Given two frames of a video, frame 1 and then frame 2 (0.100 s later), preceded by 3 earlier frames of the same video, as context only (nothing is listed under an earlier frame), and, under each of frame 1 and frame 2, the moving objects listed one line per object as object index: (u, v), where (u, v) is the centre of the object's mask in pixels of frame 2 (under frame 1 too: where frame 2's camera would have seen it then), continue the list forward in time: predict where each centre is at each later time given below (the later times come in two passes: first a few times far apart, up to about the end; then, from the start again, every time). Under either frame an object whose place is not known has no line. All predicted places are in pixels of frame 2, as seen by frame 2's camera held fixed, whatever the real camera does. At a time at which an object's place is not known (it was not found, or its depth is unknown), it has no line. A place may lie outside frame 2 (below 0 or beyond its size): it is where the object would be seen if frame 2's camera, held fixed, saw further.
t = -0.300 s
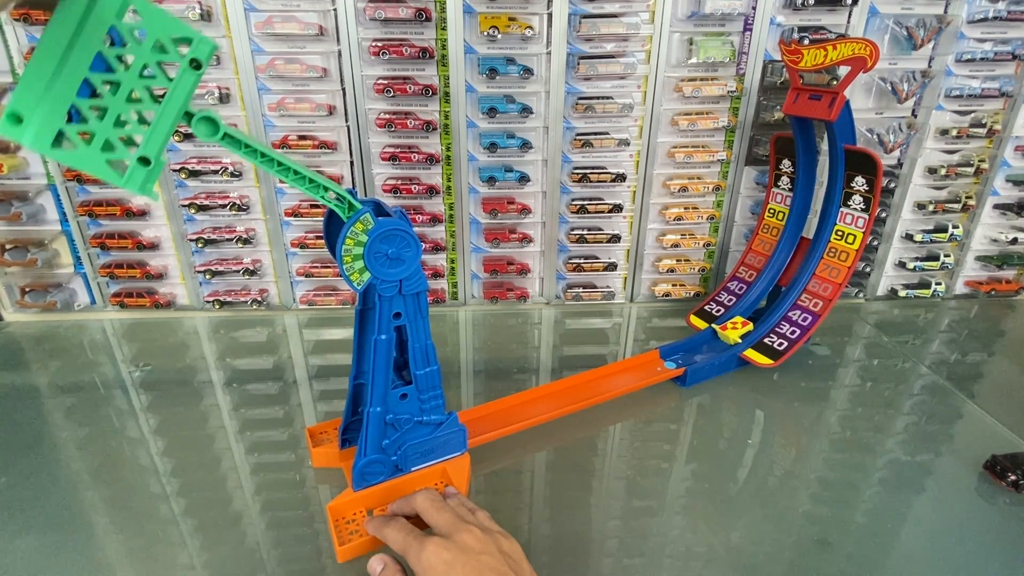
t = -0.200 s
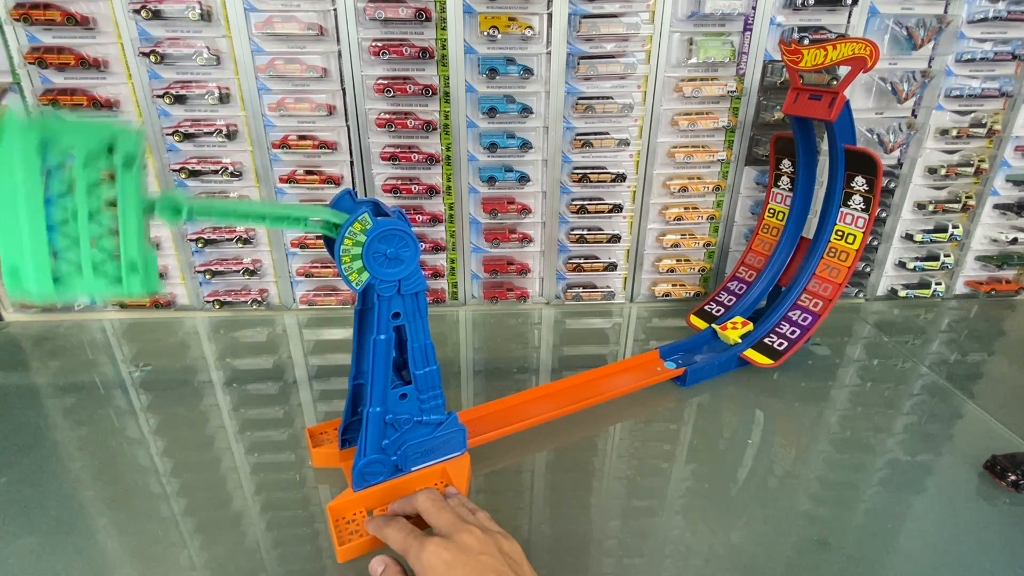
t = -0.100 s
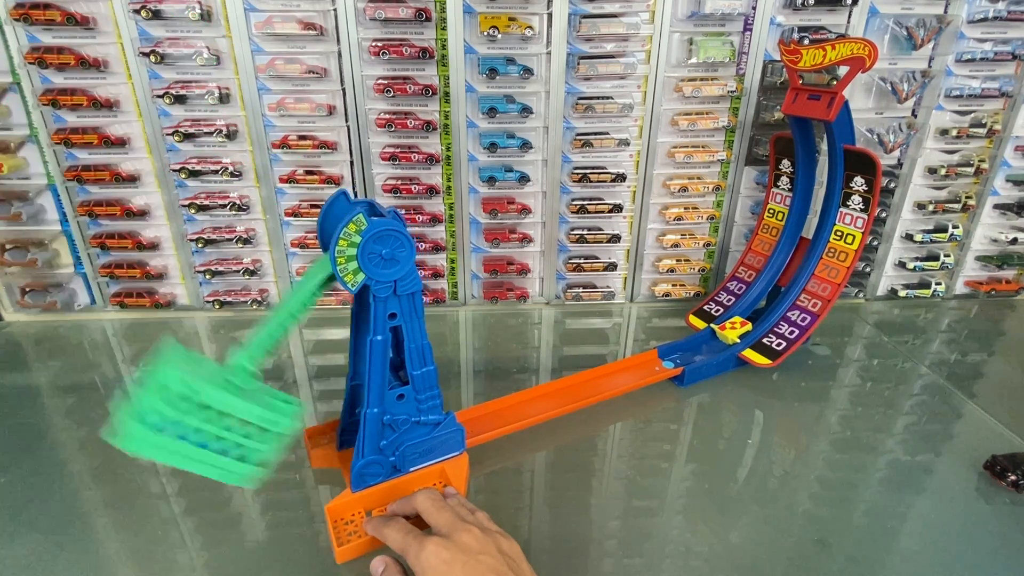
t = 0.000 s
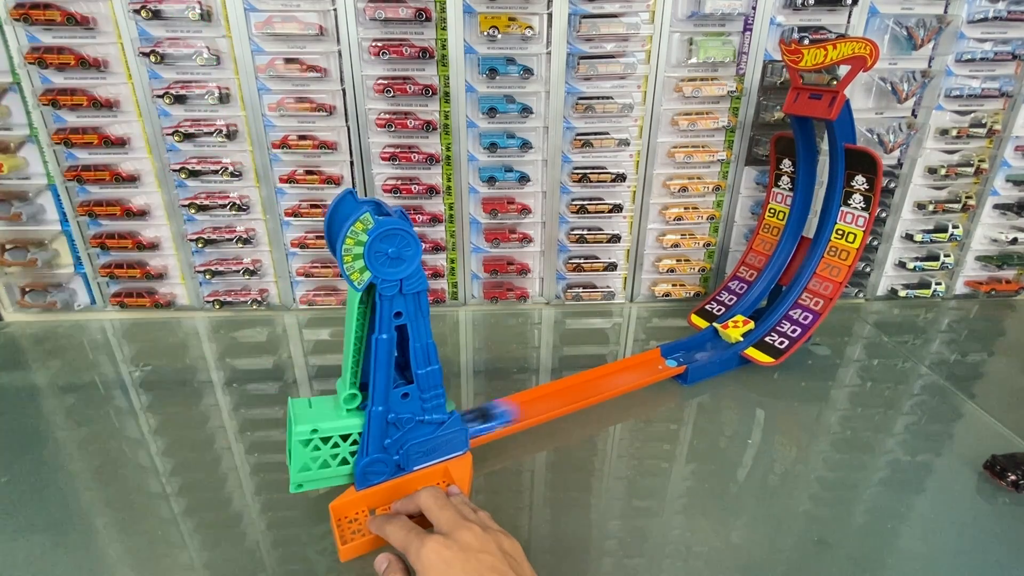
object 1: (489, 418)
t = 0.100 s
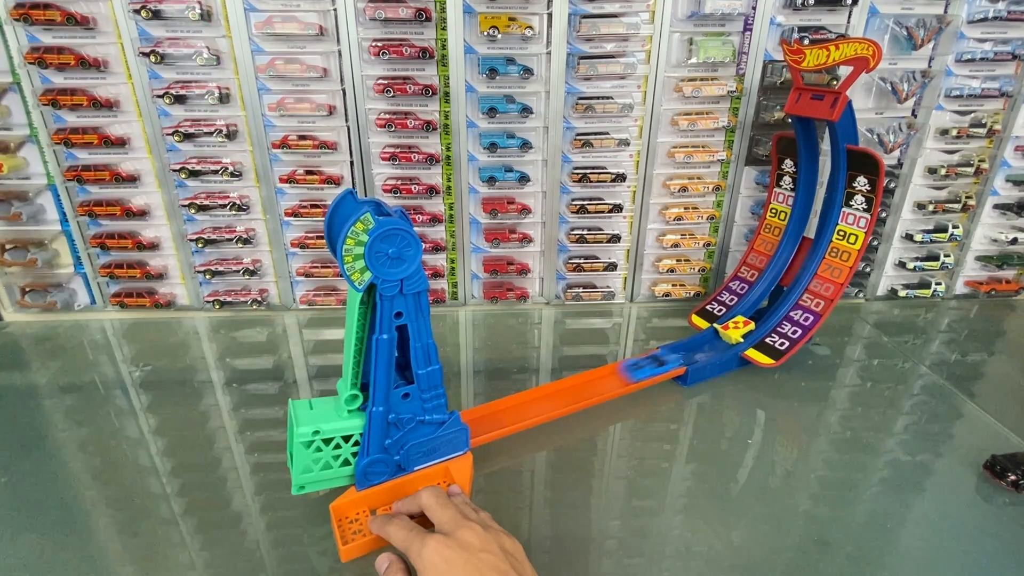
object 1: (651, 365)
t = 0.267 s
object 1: (766, 300)
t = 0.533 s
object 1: (679, 356)
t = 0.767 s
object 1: (565, 395)
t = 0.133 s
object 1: (703, 348)
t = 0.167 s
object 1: (725, 335)
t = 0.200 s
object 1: (748, 318)
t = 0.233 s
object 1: (761, 306)
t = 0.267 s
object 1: (766, 300)
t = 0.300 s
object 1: (765, 301)
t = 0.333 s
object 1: (761, 306)
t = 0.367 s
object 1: (753, 314)
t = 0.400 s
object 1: (742, 324)
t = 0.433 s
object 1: (727, 335)
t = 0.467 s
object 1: (712, 344)
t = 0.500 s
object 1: (694, 351)
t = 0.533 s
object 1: (679, 356)
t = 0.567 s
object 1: (664, 361)
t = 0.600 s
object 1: (649, 367)
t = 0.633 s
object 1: (633, 372)
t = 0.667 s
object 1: (616, 378)
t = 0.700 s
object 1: (599, 384)
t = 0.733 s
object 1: (582, 389)
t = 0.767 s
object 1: (565, 395)
